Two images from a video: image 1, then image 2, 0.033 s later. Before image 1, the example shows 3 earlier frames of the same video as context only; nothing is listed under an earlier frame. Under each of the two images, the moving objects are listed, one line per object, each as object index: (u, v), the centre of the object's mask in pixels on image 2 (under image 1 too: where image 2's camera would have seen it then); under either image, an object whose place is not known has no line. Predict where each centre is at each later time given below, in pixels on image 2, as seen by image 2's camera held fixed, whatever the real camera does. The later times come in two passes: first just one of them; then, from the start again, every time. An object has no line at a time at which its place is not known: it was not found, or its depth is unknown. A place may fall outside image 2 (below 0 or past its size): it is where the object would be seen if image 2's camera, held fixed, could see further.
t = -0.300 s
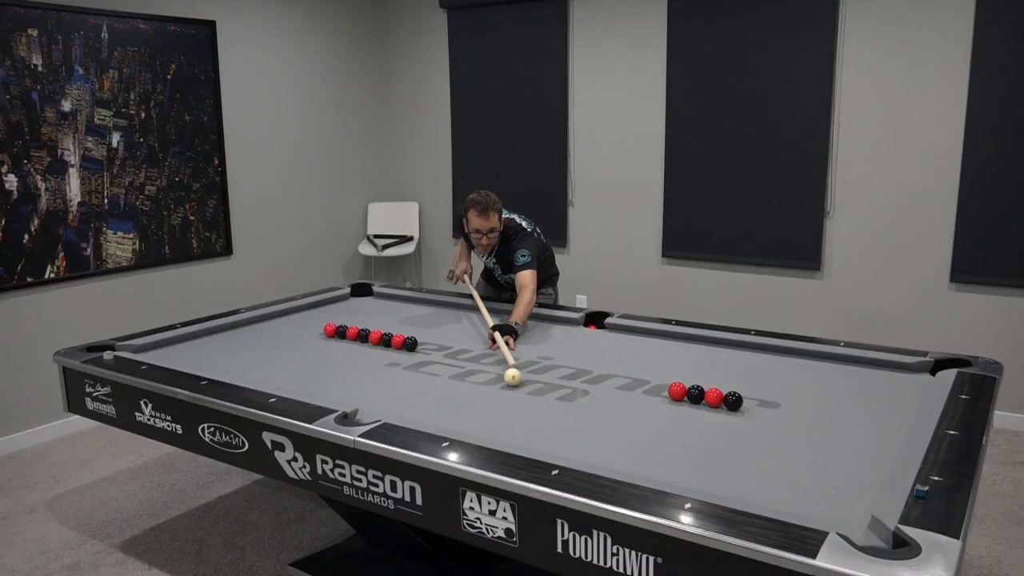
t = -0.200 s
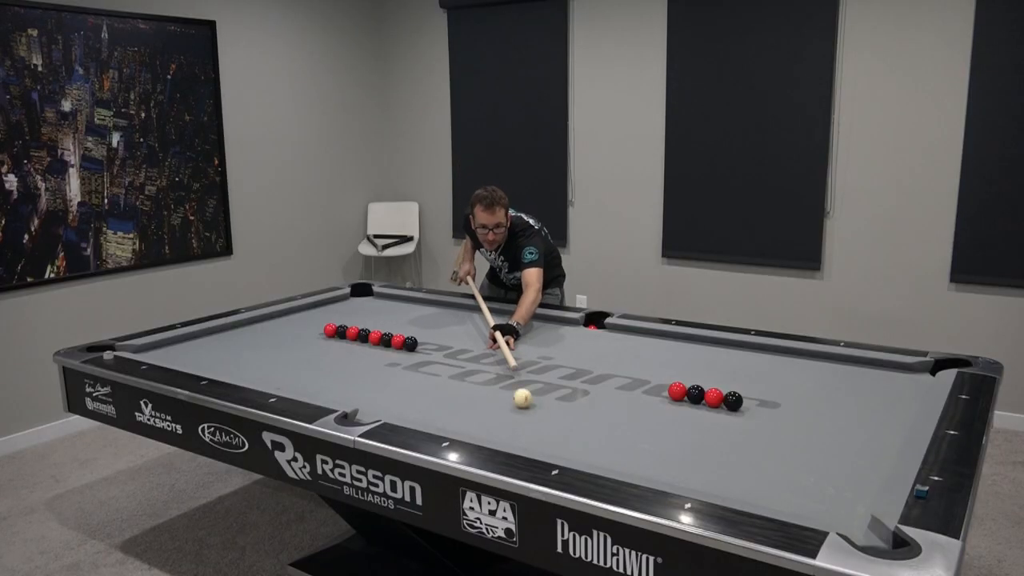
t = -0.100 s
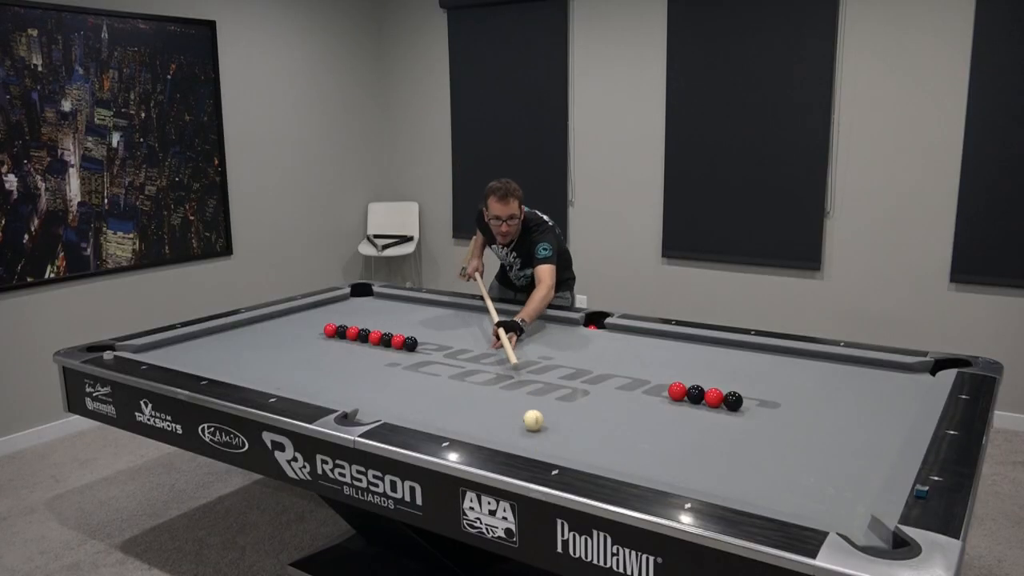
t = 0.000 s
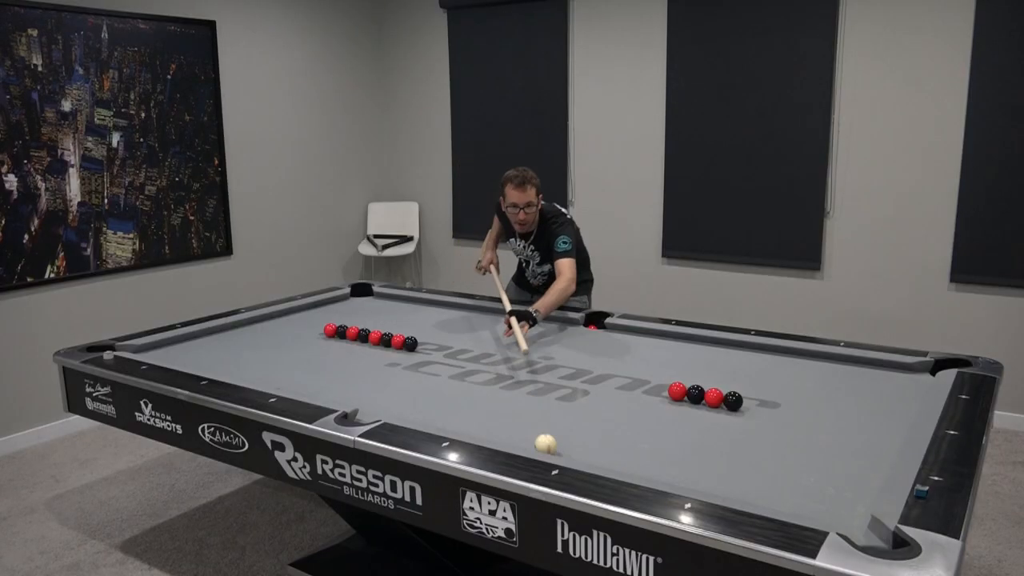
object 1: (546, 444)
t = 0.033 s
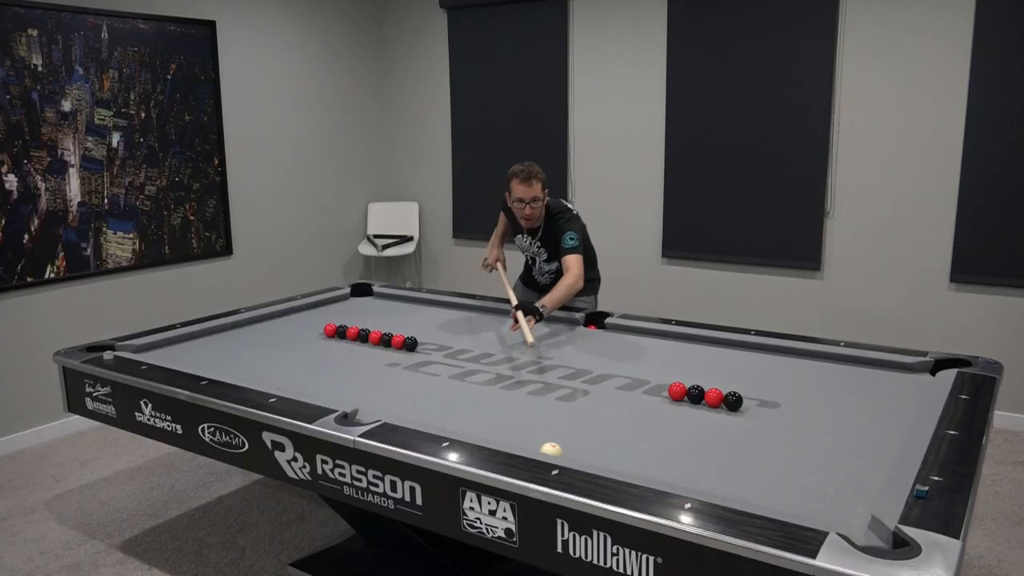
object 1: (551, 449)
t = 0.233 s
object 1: (644, 446)
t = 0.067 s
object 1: (568, 450)
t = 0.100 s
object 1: (584, 450)
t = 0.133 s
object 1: (599, 449)
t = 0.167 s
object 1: (615, 447)
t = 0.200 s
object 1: (630, 447)
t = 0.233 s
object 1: (644, 446)
